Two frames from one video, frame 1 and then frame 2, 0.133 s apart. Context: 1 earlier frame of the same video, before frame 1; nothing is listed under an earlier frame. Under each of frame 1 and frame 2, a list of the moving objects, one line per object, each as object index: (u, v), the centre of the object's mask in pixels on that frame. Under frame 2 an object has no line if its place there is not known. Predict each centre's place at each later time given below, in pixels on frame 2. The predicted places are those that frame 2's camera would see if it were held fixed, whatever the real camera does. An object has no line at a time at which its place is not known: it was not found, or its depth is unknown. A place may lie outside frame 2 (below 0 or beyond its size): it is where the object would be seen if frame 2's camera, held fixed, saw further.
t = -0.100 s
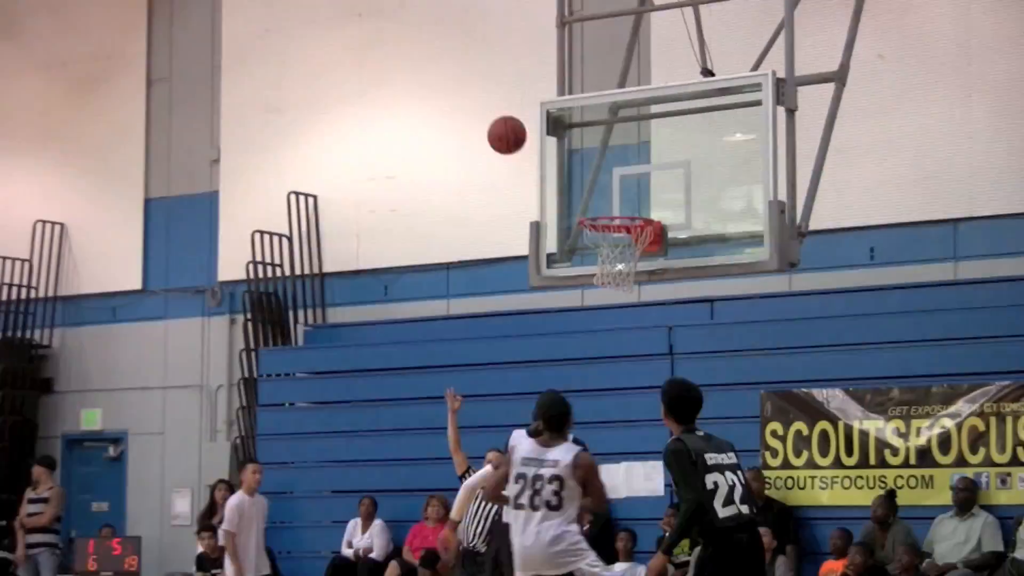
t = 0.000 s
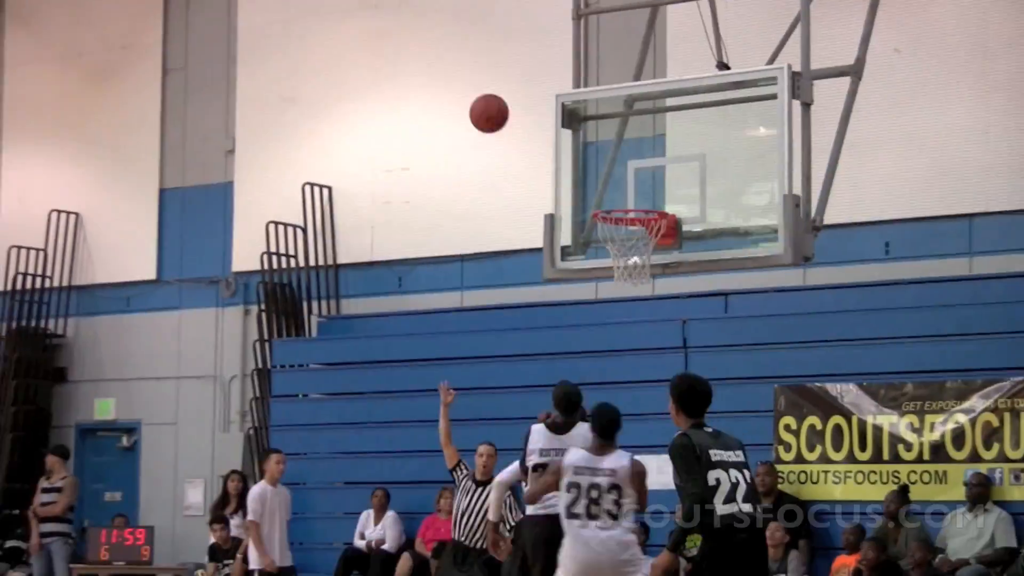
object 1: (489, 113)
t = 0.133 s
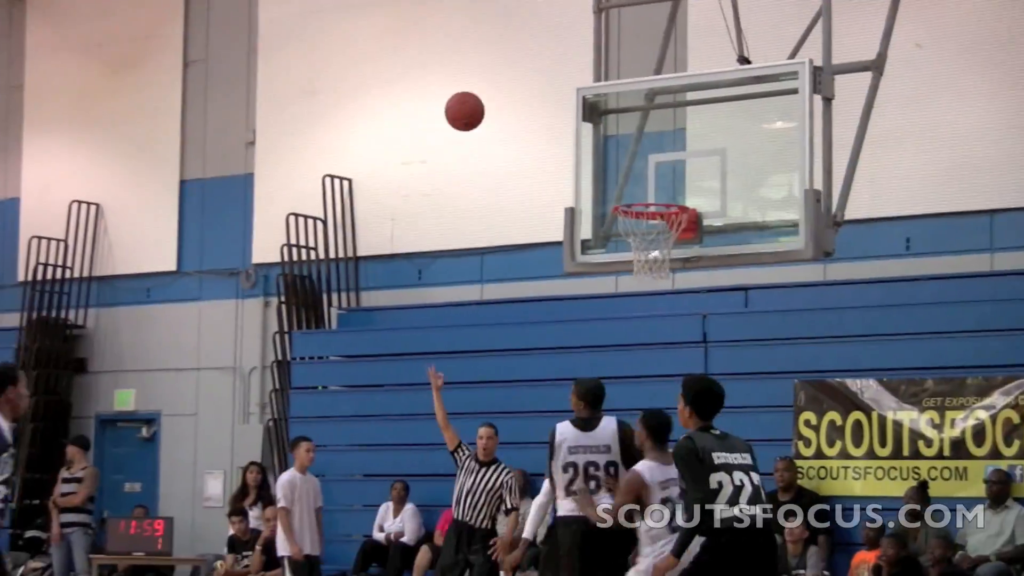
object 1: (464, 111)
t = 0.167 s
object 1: (452, 117)
